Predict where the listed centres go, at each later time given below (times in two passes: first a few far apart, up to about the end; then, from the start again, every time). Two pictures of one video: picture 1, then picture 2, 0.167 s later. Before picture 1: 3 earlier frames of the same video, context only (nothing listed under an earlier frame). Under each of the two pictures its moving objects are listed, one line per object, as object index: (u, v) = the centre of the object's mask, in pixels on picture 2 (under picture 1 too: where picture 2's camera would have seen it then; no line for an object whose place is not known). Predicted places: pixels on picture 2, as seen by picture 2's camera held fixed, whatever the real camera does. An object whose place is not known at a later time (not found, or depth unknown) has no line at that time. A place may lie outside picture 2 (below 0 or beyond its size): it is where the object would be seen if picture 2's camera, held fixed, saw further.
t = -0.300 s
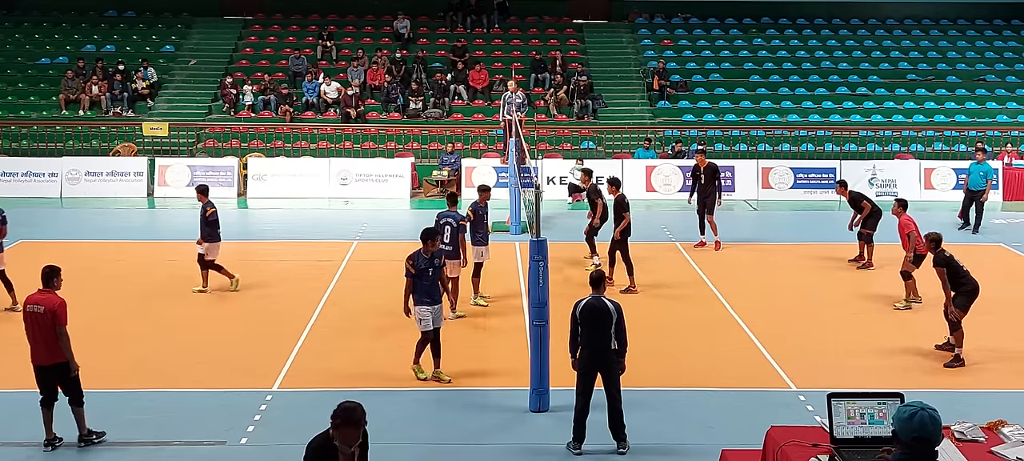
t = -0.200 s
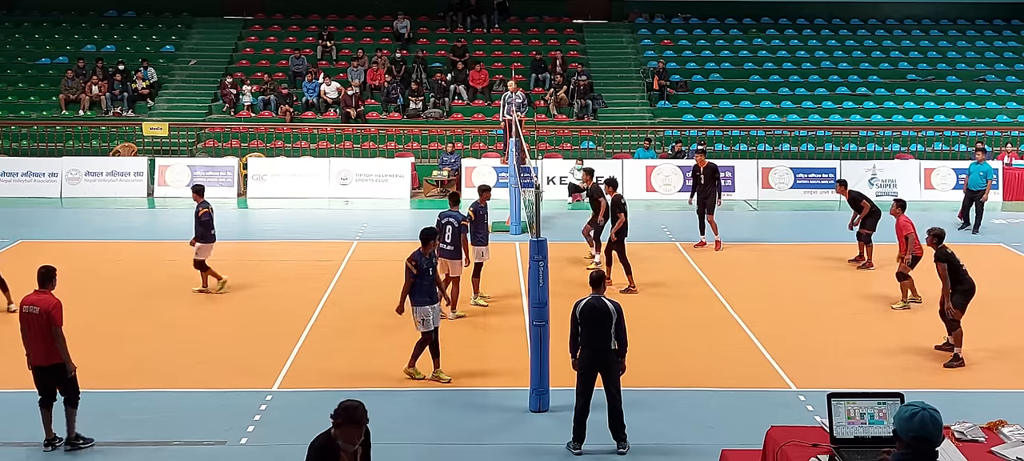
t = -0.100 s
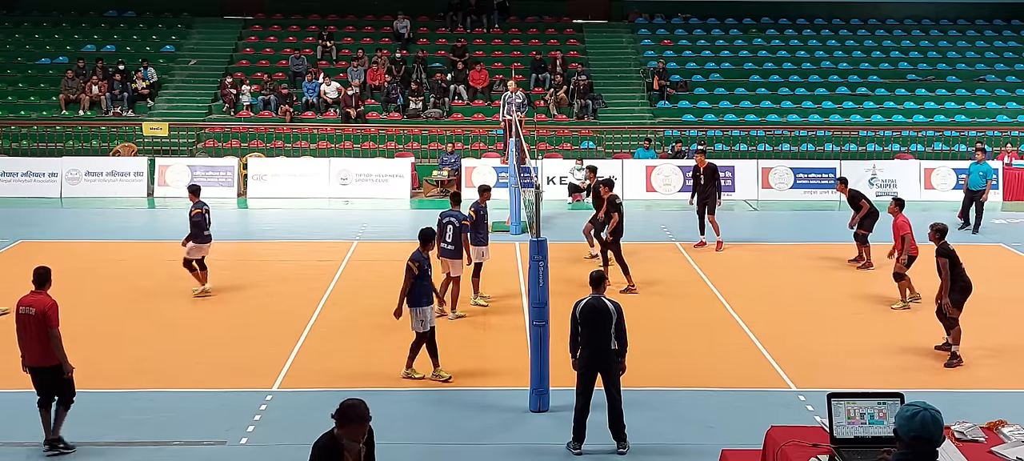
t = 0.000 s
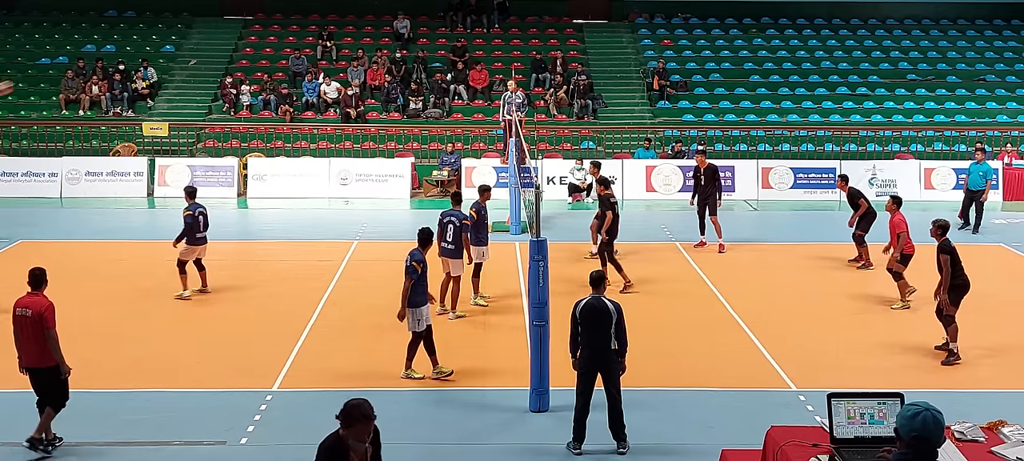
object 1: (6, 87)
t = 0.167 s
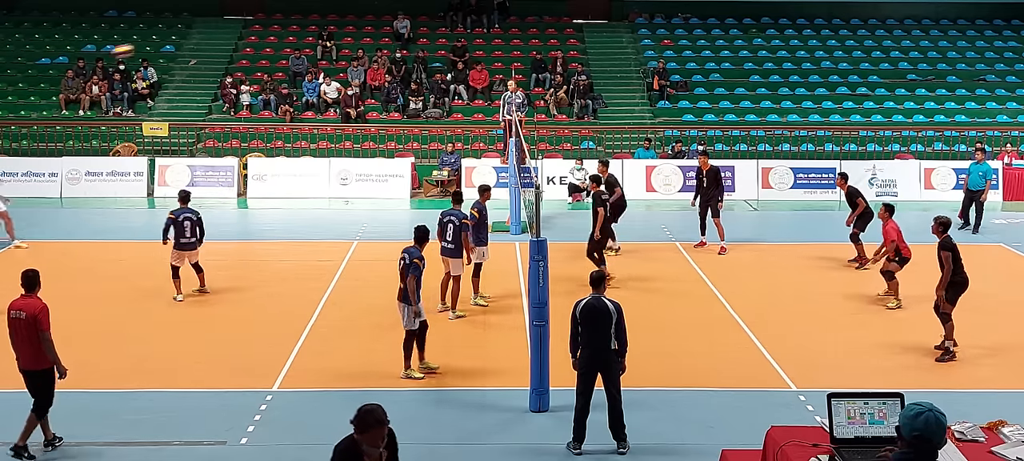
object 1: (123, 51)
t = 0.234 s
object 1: (172, 40)
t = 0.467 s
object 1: (338, 31)
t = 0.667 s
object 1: (481, 56)
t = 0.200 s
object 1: (147, 45)
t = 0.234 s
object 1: (172, 40)
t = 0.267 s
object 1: (195, 36)
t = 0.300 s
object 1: (218, 33)
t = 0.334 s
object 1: (242, 31)
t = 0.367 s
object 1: (267, 30)
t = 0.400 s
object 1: (291, 30)
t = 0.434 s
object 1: (314, 30)
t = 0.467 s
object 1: (338, 31)
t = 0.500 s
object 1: (362, 33)
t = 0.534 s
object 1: (386, 36)
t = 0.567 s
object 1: (409, 39)
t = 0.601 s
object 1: (432, 43)
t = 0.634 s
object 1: (457, 50)
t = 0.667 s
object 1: (481, 56)
